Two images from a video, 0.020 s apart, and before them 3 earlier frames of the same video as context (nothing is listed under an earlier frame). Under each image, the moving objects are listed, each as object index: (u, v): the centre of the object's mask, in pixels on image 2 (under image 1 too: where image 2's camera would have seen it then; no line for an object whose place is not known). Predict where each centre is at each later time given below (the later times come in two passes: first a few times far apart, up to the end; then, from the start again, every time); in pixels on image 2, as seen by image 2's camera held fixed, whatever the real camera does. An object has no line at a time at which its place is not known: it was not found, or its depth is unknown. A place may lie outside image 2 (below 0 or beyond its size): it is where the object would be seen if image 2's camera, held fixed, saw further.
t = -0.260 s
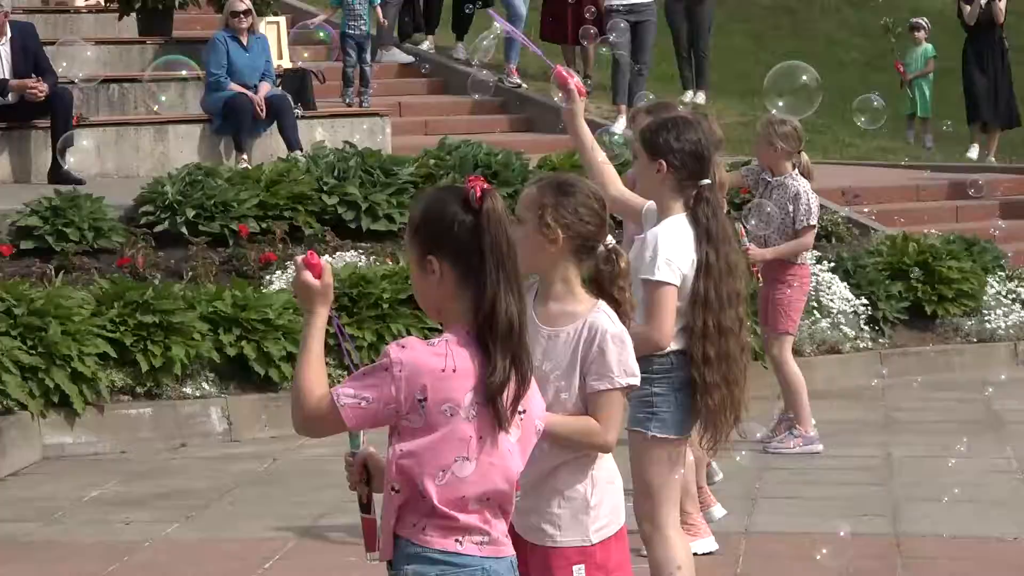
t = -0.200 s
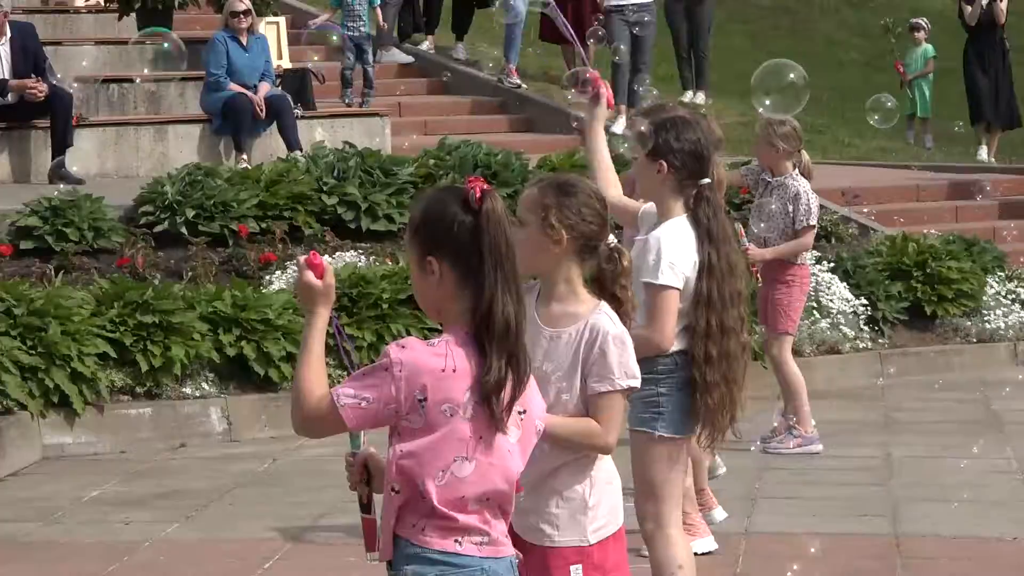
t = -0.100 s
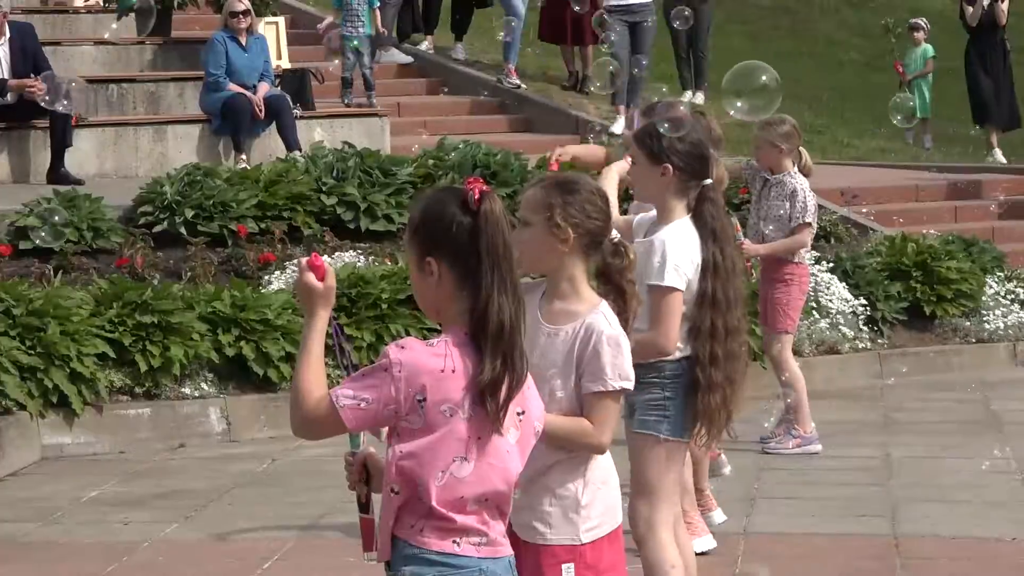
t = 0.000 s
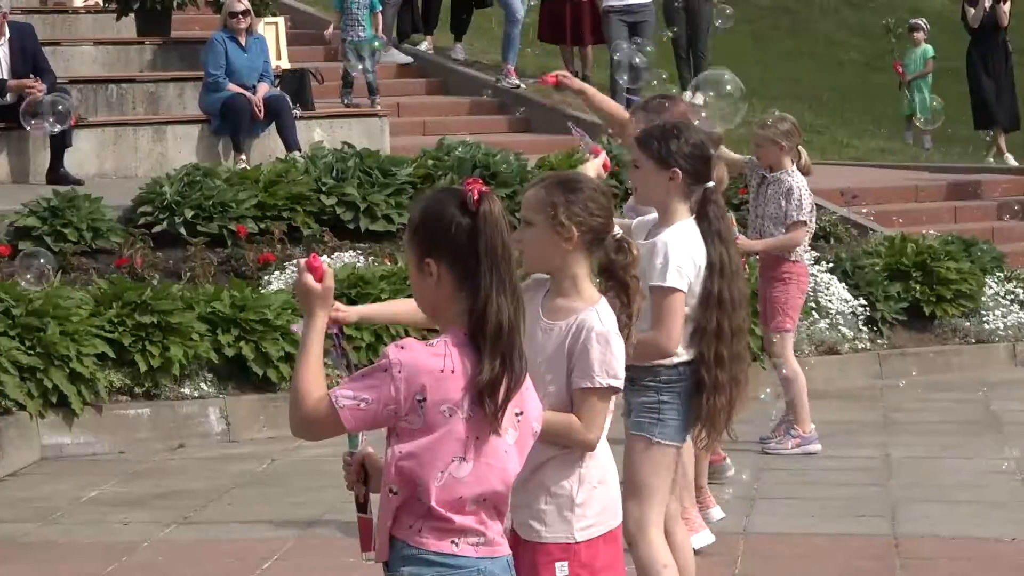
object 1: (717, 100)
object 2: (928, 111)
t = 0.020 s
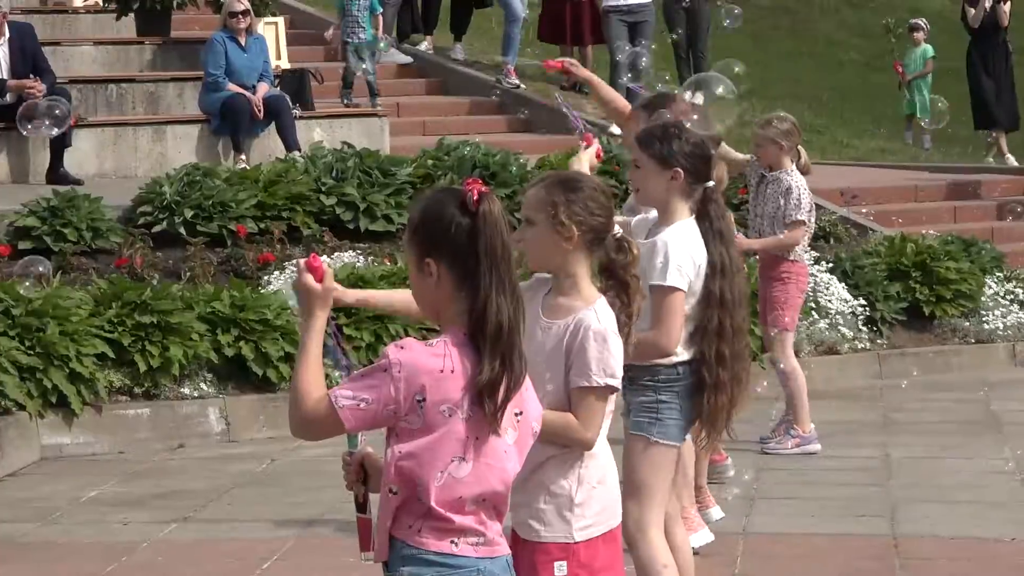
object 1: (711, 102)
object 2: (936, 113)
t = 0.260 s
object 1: (600, 136)
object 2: (988, 123)
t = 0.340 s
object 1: (561, 141)
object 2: (1003, 127)
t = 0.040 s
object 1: (701, 106)
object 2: (940, 113)
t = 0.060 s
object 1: (692, 109)
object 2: (944, 113)
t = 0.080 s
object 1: (682, 112)
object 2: (947, 114)
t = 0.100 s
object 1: (675, 115)
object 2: (952, 114)
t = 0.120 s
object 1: (666, 118)
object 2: (957, 115)
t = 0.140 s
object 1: (656, 121)
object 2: (961, 117)
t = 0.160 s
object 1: (649, 123)
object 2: (966, 117)
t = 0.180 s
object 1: (639, 126)
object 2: (971, 118)
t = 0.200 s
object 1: (628, 129)
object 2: (975, 119)
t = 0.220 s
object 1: (617, 131)
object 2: (980, 121)
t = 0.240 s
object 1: (606, 132)
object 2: (984, 122)
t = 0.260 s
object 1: (600, 136)
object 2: (988, 123)
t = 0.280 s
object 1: (593, 136)
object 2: (992, 124)
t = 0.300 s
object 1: (583, 134)
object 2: (996, 125)
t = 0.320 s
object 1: (563, 136)
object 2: (999, 126)
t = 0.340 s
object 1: (561, 141)
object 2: (1003, 127)
